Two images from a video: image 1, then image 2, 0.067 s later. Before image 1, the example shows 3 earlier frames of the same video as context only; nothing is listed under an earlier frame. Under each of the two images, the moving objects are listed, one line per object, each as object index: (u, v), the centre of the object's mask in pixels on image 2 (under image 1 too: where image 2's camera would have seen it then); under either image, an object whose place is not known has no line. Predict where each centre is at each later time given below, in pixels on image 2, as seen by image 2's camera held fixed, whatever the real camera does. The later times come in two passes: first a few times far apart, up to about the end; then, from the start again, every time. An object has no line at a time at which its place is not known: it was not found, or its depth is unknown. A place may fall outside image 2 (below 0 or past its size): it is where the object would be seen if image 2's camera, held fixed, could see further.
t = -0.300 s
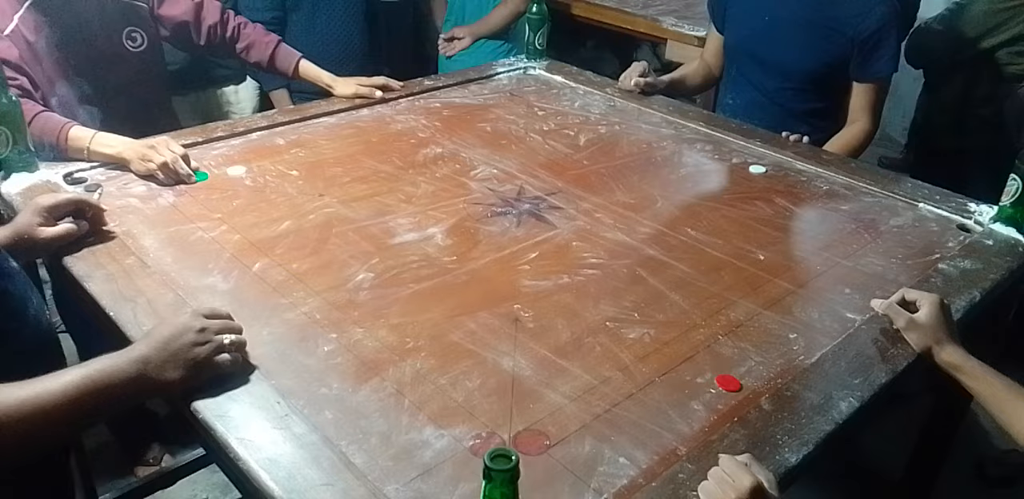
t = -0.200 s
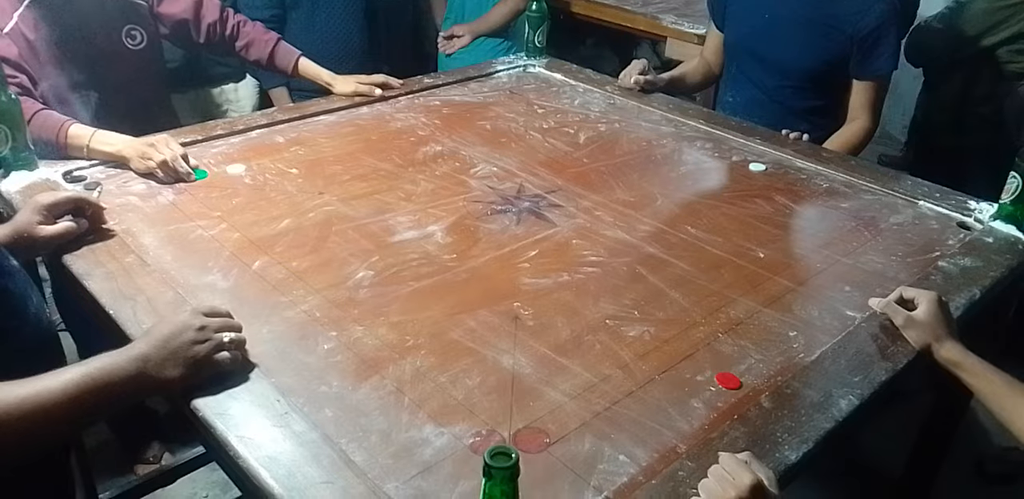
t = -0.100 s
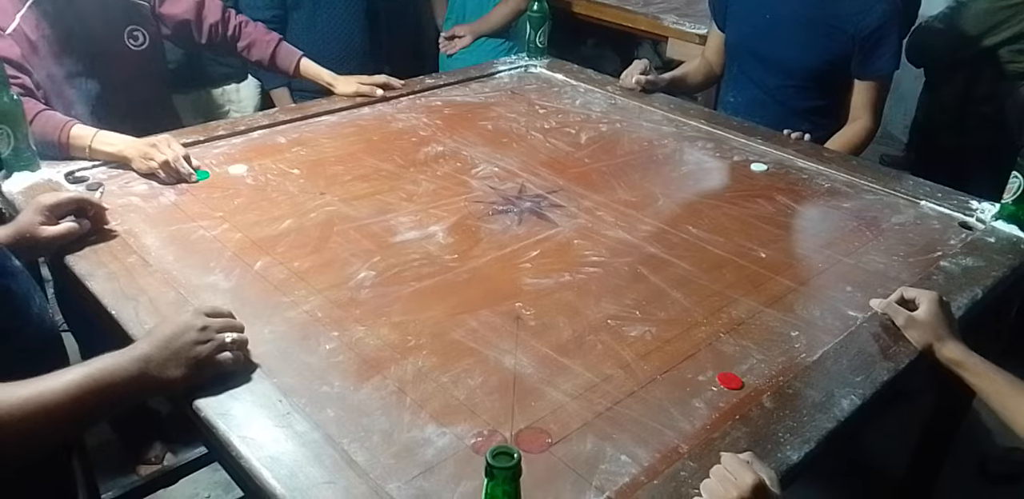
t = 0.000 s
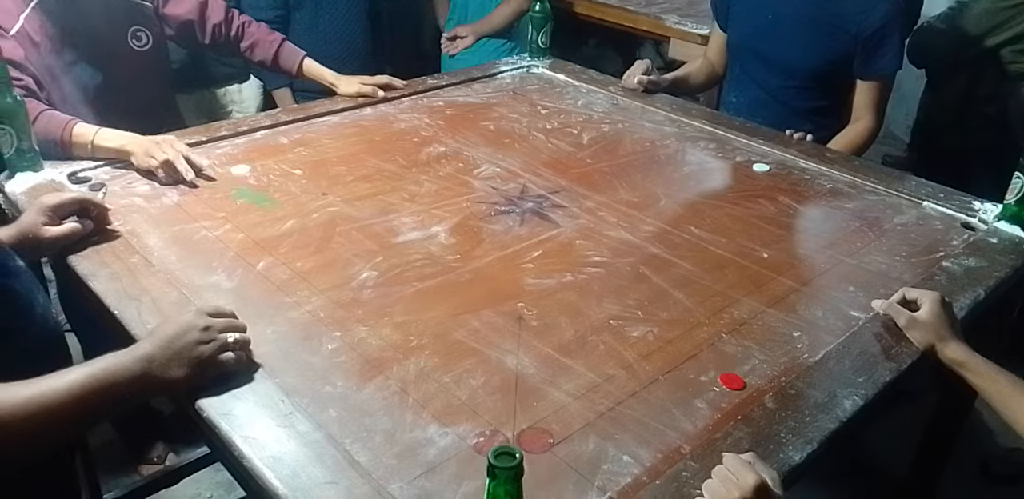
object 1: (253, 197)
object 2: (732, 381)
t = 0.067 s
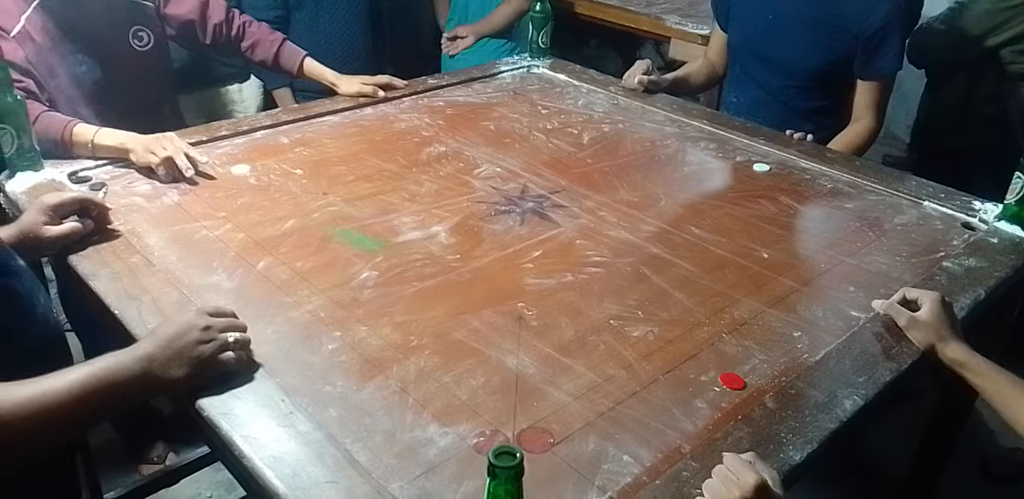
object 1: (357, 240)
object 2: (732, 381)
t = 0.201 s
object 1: (615, 345)
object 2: (732, 381)
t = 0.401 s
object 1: (619, 378)
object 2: (708, 268)
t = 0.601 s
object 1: (504, 348)
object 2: (663, 185)
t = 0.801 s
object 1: (438, 330)
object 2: (639, 138)
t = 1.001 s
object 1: (413, 323)
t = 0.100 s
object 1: (414, 263)
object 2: (732, 381)
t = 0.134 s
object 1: (478, 289)
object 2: (732, 381)
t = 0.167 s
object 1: (545, 316)
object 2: (732, 381)
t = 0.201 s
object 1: (615, 345)
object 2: (732, 381)
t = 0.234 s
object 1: (692, 376)
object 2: (732, 381)
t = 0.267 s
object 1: (725, 403)
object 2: (761, 372)
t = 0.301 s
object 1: (701, 400)
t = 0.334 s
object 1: (671, 392)
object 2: (732, 314)
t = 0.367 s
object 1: (644, 384)
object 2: (718, 289)
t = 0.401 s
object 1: (619, 378)
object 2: (708, 268)
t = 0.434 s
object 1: (596, 372)
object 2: (699, 250)
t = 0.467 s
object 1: (574, 366)
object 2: (691, 234)
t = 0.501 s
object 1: (554, 361)
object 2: (684, 220)
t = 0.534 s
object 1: (535, 356)
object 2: (676, 210)
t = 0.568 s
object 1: (519, 352)
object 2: (671, 196)
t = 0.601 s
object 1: (504, 348)
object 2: (663, 185)
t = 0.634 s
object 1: (489, 344)
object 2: (660, 179)
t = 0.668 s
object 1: (477, 340)
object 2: (653, 166)
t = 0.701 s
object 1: (465, 337)
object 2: (651, 161)
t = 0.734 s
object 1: (456, 334)
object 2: (647, 148)
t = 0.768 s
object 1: (446, 332)
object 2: (643, 145)
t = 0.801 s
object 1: (438, 330)
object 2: (639, 138)
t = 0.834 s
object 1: (431, 328)
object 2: (637, 132)
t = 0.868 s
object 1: (425, 326)
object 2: (633, 125)
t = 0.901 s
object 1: (421, 325)
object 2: (630, 121)
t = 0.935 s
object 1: (417, 324)
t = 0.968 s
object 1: (415, 323)
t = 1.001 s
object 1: (413, 323)
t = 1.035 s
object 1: (412, 323)
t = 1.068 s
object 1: (412, 323)
